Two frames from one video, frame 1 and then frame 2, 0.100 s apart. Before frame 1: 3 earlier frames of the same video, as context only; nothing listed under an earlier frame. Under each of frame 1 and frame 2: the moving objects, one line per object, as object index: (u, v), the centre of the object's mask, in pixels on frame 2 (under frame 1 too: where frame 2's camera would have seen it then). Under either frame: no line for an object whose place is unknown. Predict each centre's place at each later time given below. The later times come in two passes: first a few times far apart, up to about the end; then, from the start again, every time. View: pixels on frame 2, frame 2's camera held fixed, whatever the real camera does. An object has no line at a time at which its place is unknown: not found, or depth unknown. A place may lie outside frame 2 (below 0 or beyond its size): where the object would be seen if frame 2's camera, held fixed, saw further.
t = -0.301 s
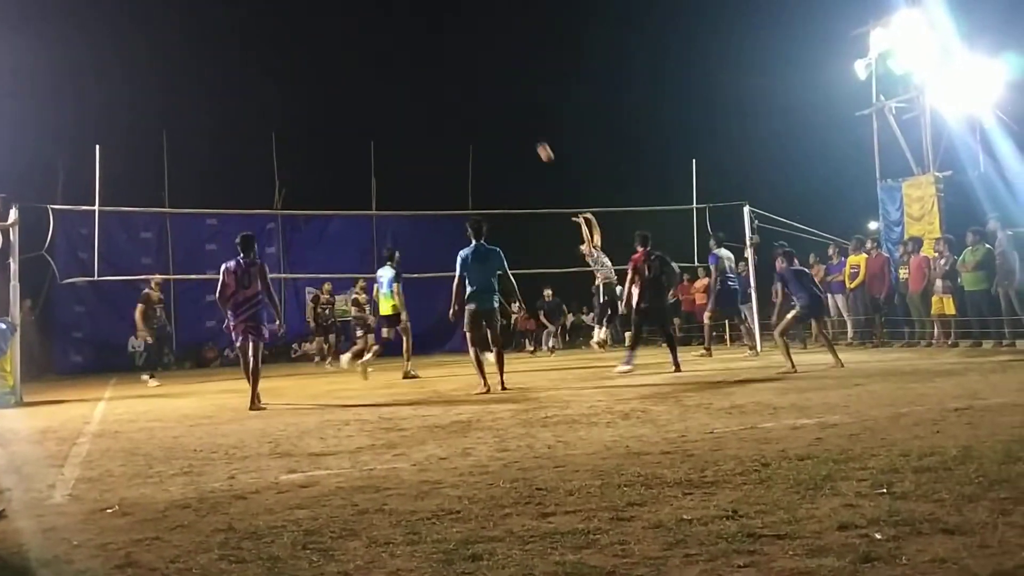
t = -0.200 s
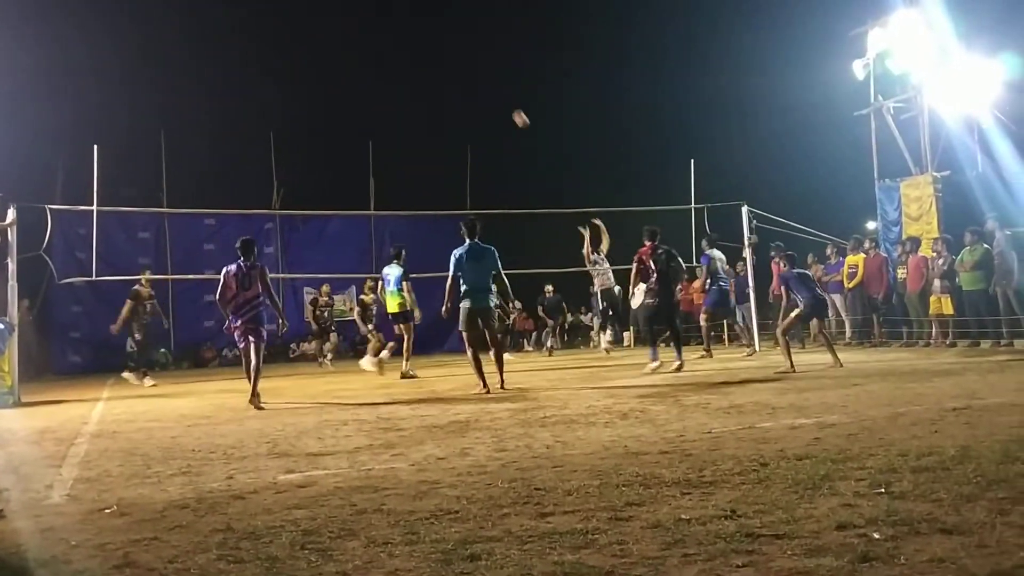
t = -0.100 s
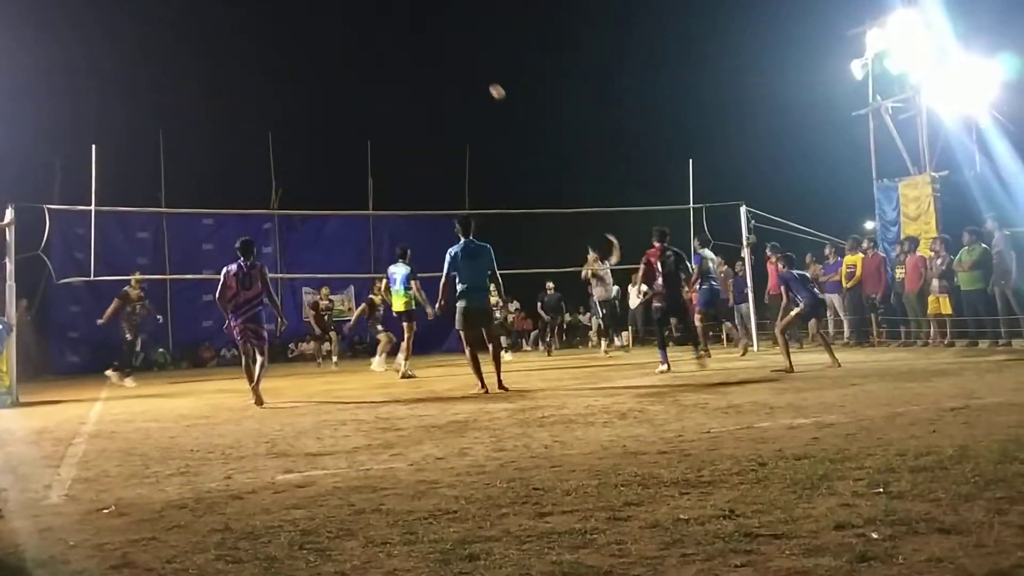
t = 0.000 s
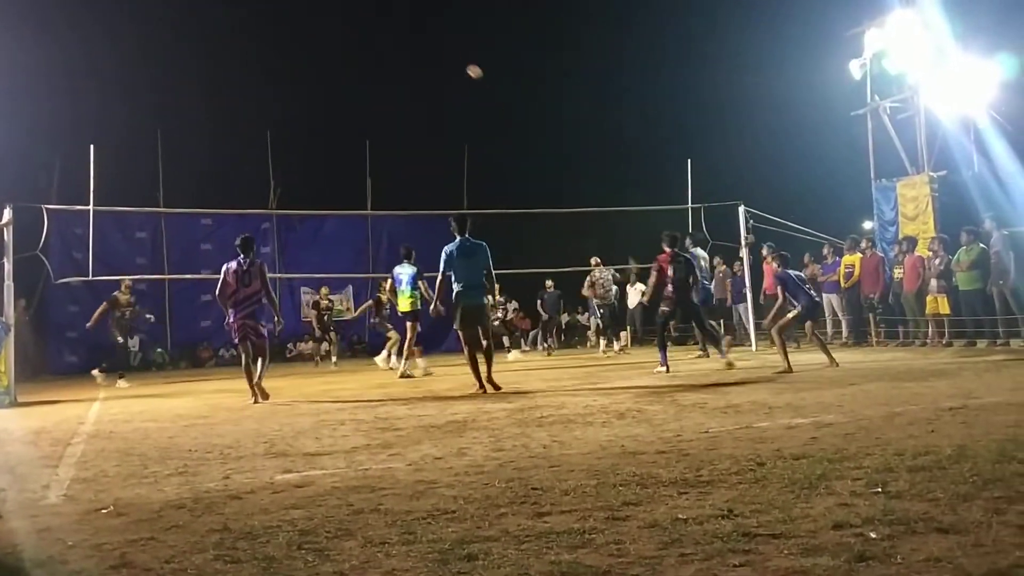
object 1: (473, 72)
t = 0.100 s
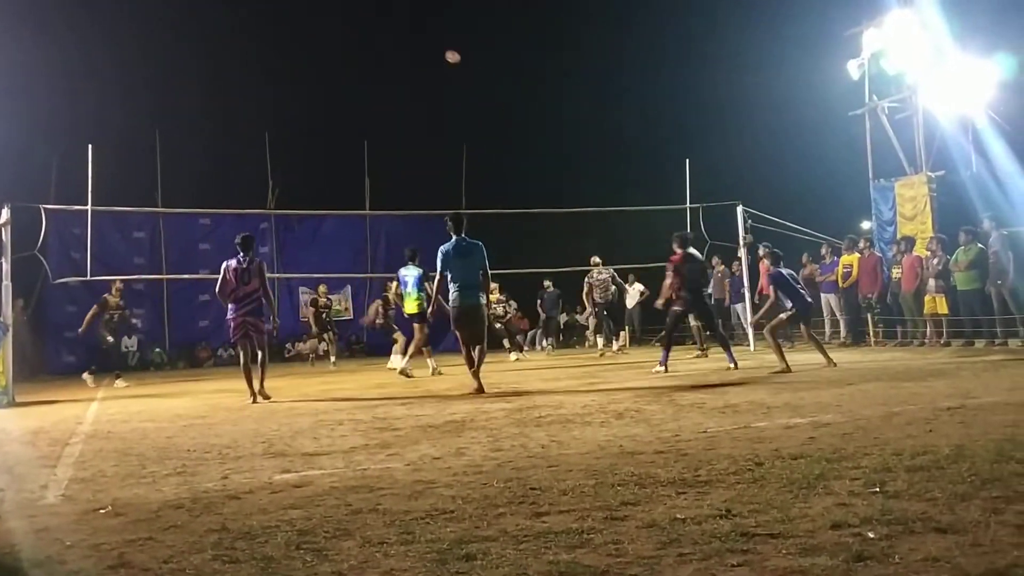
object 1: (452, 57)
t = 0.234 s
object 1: (427, 46)
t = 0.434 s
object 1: (392, 49)
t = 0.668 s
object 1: (356, 78)
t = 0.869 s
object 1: (329, 124)
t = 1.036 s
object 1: (309, 177)
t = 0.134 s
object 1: (446, 53)
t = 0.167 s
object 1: (440, 50)
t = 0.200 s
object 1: (433, 48)
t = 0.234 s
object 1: (427, 46)
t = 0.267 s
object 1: (421, 45)
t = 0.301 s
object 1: (415, 45)
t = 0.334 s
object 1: (409, 45)
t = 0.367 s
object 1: (404, 46)
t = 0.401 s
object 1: (398, 47)
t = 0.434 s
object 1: (392, 49)
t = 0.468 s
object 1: (387, 52)
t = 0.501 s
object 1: (381, 54)
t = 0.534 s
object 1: (376, 58)
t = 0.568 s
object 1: (371, 62)
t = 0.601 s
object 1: (366, 67)
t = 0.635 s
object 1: (360, 72)
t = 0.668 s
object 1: (356, 78)
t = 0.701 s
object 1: (351, 84)
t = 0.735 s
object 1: (346, 91)
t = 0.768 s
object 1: (342, 99)
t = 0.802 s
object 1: (337, 107)
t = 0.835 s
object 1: (333, 115)
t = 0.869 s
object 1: (329, 124)
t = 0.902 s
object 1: (325, 134)
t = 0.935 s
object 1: (320, 144)
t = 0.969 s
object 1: (316, 154)
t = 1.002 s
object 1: (313, 166)
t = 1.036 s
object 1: (309, 177)
